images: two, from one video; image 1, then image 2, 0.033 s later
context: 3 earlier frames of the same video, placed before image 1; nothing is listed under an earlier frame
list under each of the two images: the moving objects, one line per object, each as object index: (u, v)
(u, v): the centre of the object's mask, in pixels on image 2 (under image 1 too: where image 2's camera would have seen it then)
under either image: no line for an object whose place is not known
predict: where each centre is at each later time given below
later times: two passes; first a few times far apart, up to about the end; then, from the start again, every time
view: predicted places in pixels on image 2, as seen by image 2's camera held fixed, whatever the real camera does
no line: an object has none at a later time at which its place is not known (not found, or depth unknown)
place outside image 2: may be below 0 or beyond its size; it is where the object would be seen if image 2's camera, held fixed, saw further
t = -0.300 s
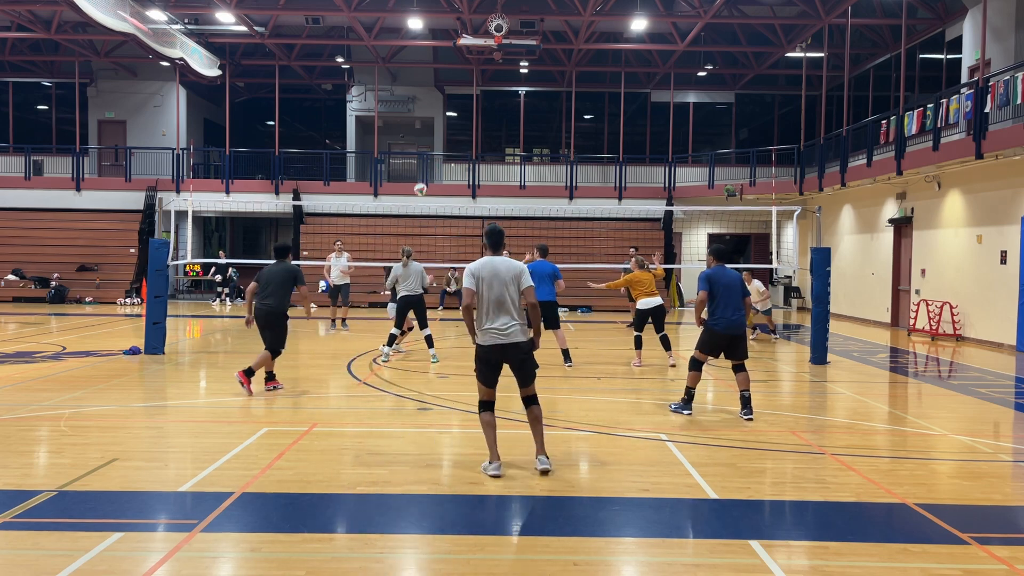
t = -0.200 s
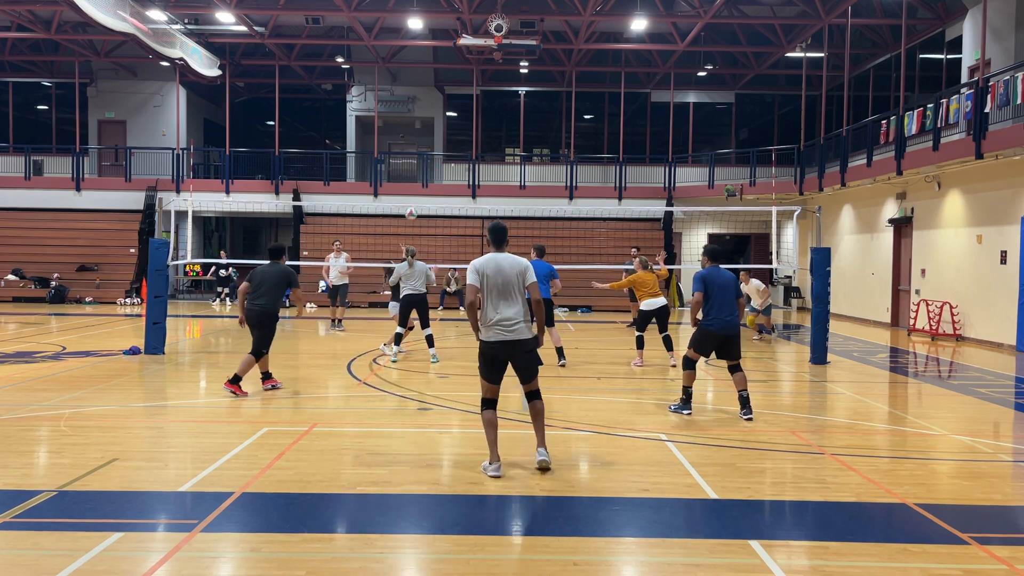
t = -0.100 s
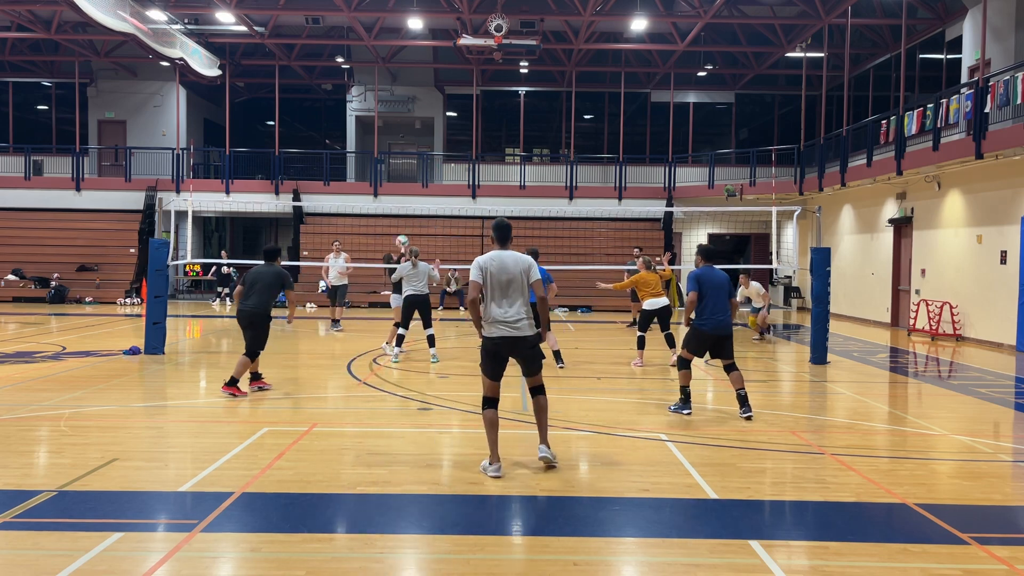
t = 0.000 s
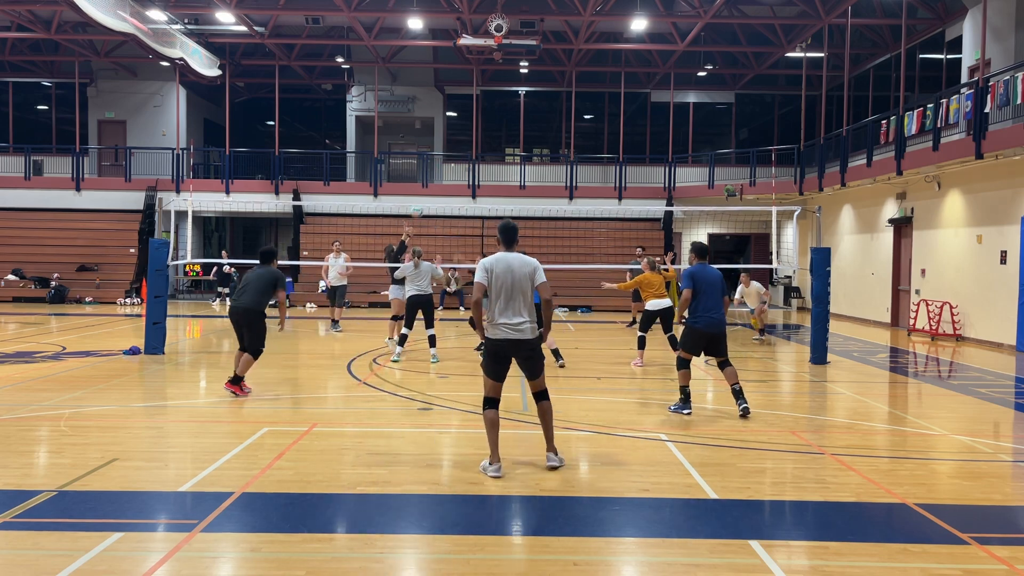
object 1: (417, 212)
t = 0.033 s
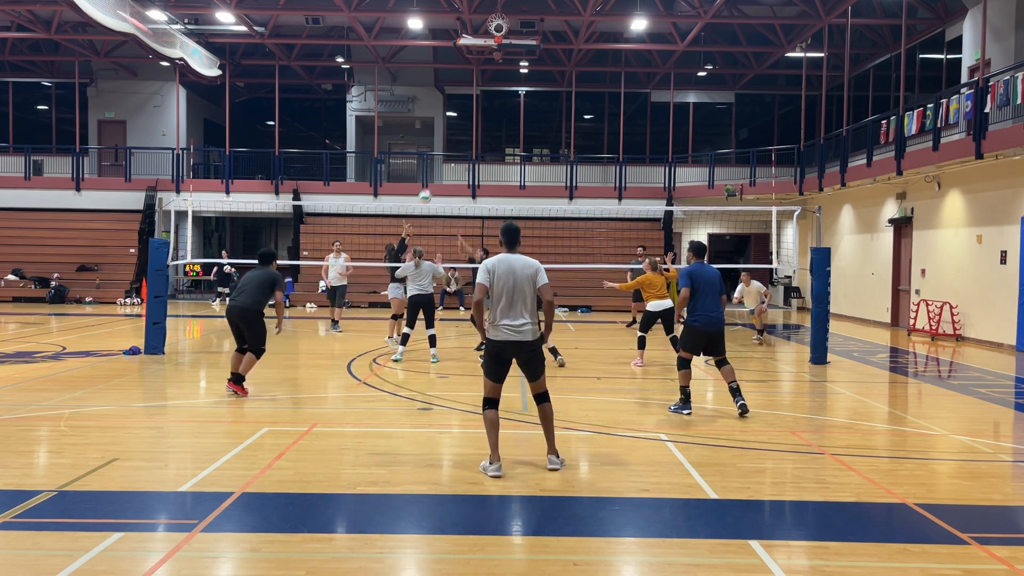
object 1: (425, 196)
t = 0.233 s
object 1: (472, 129)
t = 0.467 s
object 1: (525, 80)
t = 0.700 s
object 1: (576, 68)
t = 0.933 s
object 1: (626, 88)
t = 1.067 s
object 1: (653, 116)
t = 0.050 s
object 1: (429, 189)
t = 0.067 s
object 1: (433, 183)
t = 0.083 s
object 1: (436, 177)
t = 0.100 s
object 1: (440, 172)
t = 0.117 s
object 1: (445, 165)
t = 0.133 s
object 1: (448, 159)
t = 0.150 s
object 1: (452, 154)
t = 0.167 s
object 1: (456, 149)
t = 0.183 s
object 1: (460, 144)
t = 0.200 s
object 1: (464, 139)
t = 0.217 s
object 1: (468, 134)
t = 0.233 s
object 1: (472, 129)
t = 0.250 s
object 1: (476, 124)
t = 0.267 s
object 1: (479, 120)
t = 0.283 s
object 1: (483, 116)
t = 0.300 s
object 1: (487, 112)
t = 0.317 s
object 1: (491, 108)
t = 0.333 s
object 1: (495, 104)
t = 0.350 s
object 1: (498, 101)
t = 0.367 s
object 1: (502, 97)
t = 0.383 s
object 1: (506, 94)
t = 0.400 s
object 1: (510, 91)
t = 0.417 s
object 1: (514, 88)
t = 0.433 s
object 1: (517, 85)
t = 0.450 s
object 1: (521, 83)
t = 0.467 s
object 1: (525, 80)
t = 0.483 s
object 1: (528, 79)
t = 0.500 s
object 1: (532, 77)
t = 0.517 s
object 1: (536, 75)
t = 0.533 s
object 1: (540, 73)
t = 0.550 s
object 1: (543, 72)
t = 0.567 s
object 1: (547, 71)
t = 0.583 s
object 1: (551, 70)
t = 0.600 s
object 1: (554, 69)
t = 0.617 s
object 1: (558, 68)
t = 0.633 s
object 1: (561, 68)
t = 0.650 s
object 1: (565, 68)
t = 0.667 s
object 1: (569, 67)
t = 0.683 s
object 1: (572, 67)
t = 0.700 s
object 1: (576, 68)
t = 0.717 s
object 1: (580, 68)
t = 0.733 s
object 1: (583, 69)
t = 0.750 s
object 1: (587, 69)
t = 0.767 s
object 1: (590, 70)
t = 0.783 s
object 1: (594, 71)
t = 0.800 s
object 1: (598, 72)
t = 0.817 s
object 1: (601, 74)
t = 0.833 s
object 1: (605, 75)
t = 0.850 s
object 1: (608, 77)
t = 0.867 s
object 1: (612, 79)
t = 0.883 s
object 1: (615, 81)
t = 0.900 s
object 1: (619, 83)
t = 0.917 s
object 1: (622, 86)
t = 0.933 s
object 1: (626, 88)
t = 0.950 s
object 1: (629, 91)
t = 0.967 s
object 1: (633, 94)
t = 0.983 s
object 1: (636, 97)
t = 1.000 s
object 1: (640, 100)
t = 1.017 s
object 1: (643, 104)
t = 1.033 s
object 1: (647, 108)
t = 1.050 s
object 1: (650, 111)
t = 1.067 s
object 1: (653, 116)
